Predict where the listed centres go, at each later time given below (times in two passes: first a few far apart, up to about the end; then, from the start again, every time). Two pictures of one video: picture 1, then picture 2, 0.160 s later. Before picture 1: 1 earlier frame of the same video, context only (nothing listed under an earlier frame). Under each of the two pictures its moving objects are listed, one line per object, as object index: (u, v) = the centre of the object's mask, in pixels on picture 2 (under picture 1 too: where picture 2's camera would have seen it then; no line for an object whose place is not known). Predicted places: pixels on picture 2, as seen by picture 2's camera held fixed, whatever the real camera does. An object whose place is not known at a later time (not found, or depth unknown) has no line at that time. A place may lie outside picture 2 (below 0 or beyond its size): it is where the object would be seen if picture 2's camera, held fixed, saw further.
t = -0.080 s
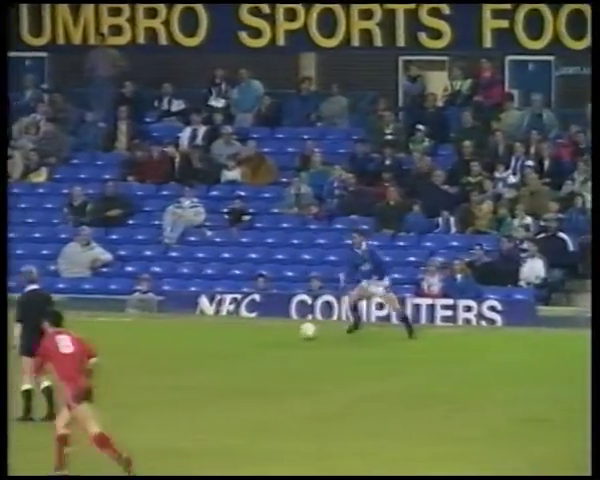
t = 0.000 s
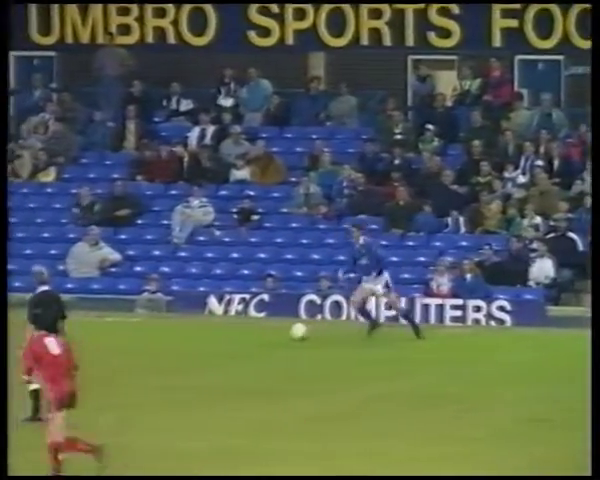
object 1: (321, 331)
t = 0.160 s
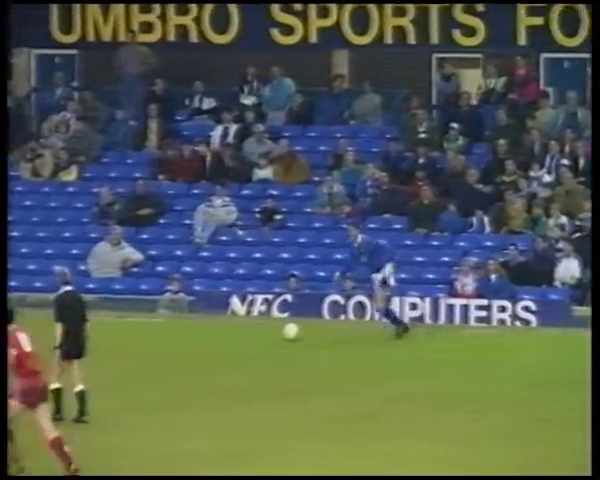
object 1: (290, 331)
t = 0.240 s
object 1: (275, 331)
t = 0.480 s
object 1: (231, 332)
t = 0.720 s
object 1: (191, 334)
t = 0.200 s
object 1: (282, 331)
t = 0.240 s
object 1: (275, 331)
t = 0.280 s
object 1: (268, 331)
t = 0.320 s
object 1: (260, 332)
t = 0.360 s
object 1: (253, 332)
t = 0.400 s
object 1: (246, 332)
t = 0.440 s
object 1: (239, 332)
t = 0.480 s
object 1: (231, 332)
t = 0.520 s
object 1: (224, 333)
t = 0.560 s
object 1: (218, 333)
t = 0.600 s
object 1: (211, 334)
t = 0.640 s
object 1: (205, 334)
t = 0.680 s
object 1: (198, 334)
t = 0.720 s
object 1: (191, 334)
